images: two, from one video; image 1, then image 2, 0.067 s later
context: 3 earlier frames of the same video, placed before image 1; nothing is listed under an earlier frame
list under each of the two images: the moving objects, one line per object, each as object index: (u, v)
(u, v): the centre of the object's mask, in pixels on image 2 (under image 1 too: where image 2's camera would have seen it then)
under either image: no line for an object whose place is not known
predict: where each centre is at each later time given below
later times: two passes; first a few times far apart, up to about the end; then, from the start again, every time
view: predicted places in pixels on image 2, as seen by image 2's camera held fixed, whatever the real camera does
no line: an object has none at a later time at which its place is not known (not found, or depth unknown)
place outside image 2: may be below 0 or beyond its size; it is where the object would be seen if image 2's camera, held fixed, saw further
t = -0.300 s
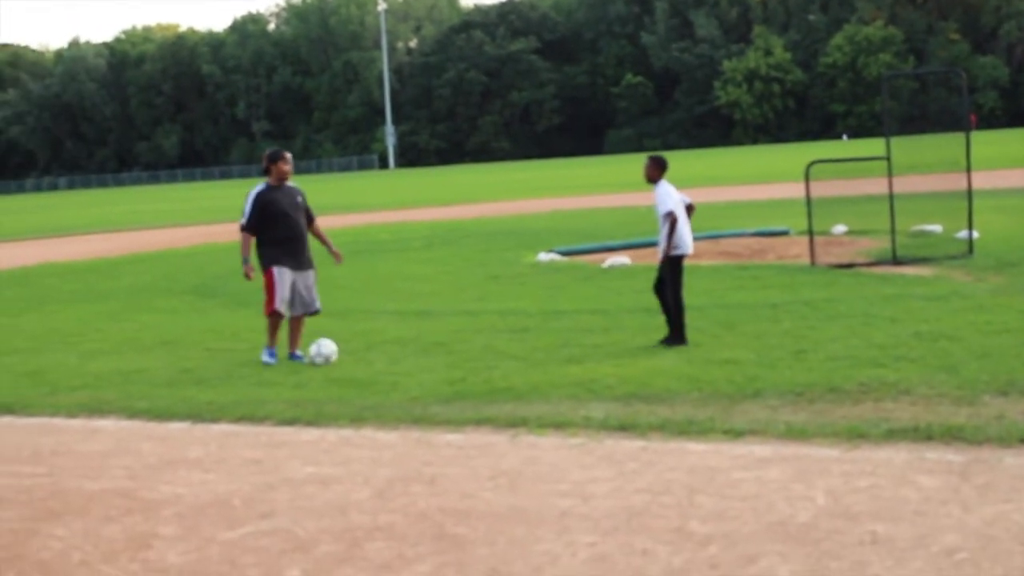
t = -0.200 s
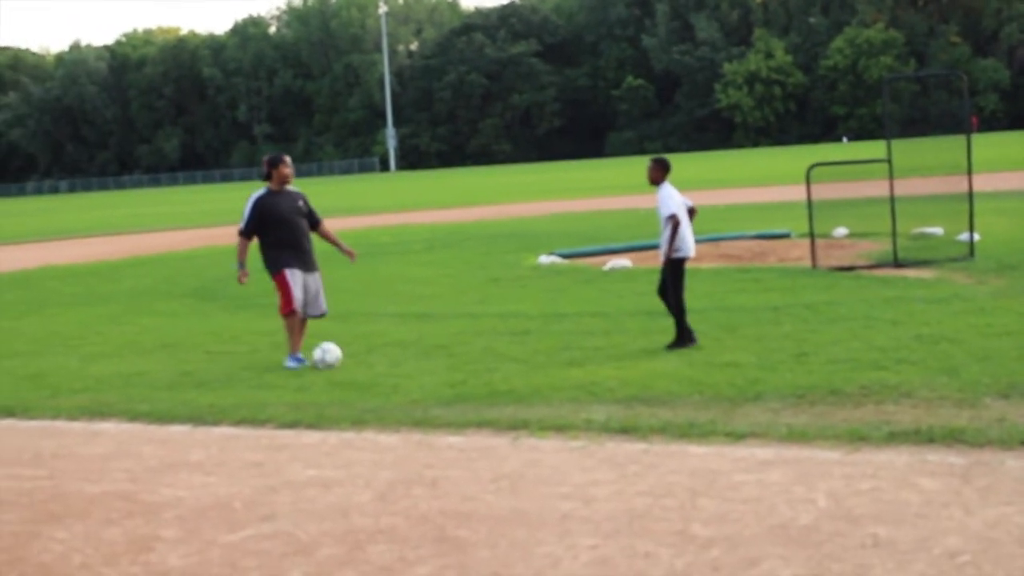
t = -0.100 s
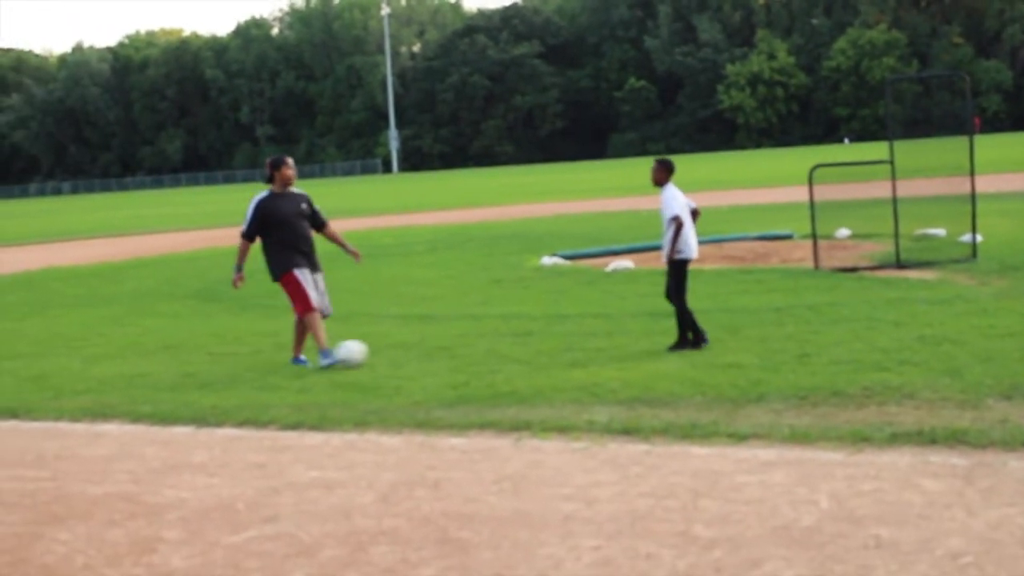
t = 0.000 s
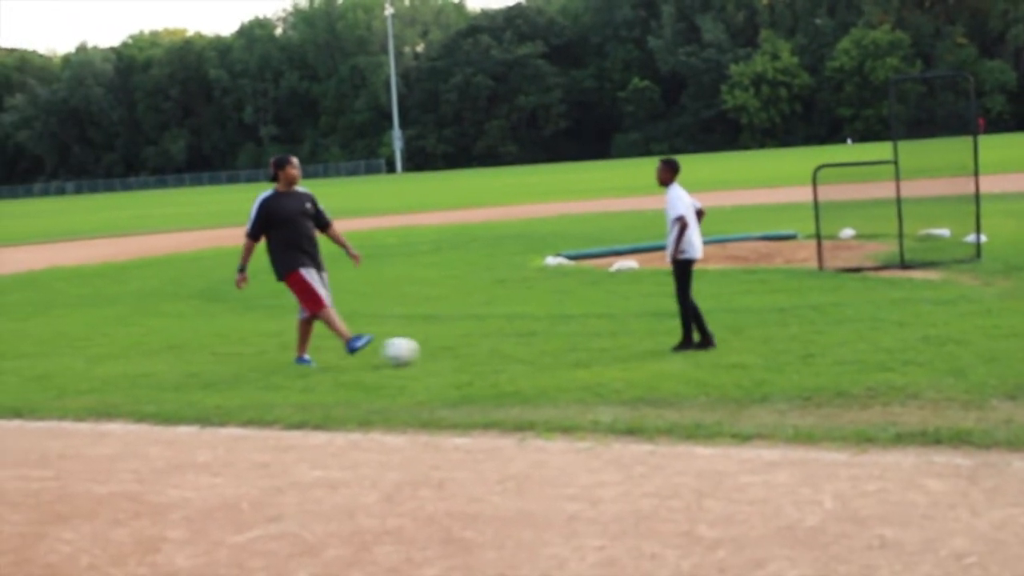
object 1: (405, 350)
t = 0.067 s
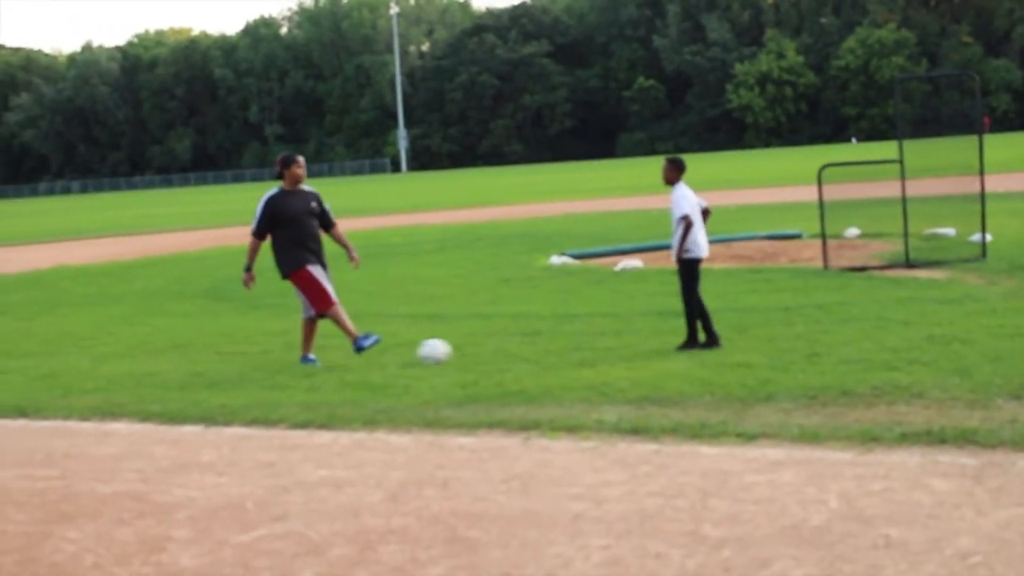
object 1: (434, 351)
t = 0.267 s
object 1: (495, 347)
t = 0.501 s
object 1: (554, 342)
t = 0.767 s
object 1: (611, 339)
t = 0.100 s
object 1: (446, 350)
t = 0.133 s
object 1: (457, 349)
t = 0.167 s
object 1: (467, 348)
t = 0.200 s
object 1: (477, 347)
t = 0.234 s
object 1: (486, 347)
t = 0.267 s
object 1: (495, 347)
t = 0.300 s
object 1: (504, 346)
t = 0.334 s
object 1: (513, 345)
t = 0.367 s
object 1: (521, 345)
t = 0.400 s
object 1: (529, 344)
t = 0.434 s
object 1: (537, 343)
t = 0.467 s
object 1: (546, 342)
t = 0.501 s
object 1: (554, 342)
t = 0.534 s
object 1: (562, 342)
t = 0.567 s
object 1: (569, 341)
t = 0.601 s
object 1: (576, 341)
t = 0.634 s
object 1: (584, 340)
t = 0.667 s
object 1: (591, 339)
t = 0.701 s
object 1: (598, 339)
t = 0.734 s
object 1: (604, 339)
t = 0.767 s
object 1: (611, 339)
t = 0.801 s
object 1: (617, 338)
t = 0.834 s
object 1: (624, 337)
